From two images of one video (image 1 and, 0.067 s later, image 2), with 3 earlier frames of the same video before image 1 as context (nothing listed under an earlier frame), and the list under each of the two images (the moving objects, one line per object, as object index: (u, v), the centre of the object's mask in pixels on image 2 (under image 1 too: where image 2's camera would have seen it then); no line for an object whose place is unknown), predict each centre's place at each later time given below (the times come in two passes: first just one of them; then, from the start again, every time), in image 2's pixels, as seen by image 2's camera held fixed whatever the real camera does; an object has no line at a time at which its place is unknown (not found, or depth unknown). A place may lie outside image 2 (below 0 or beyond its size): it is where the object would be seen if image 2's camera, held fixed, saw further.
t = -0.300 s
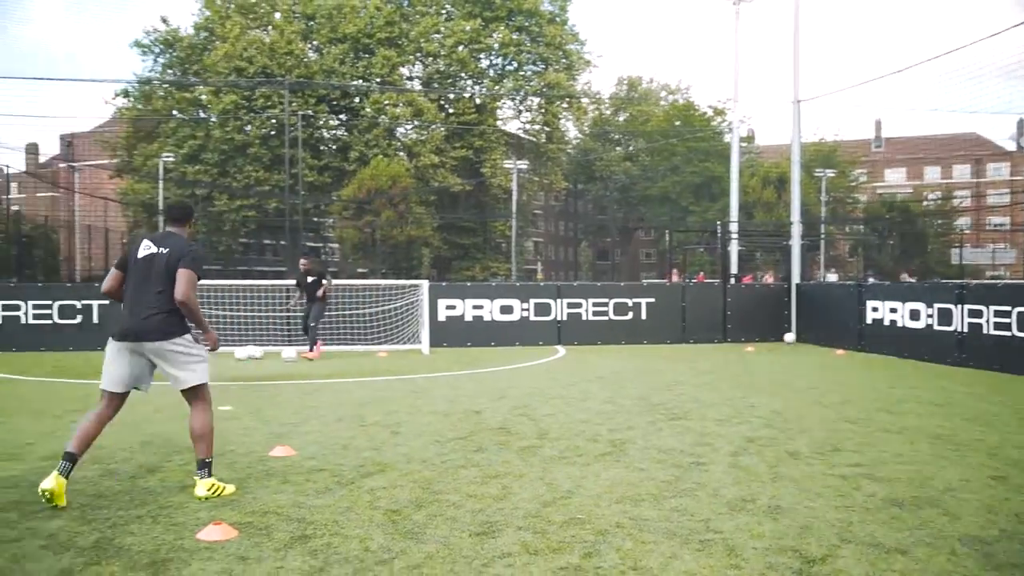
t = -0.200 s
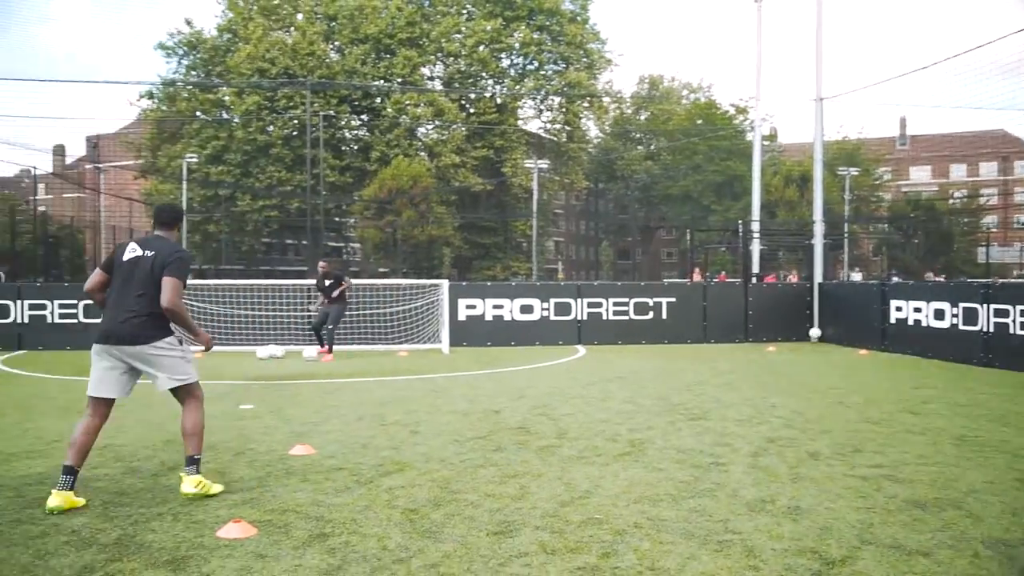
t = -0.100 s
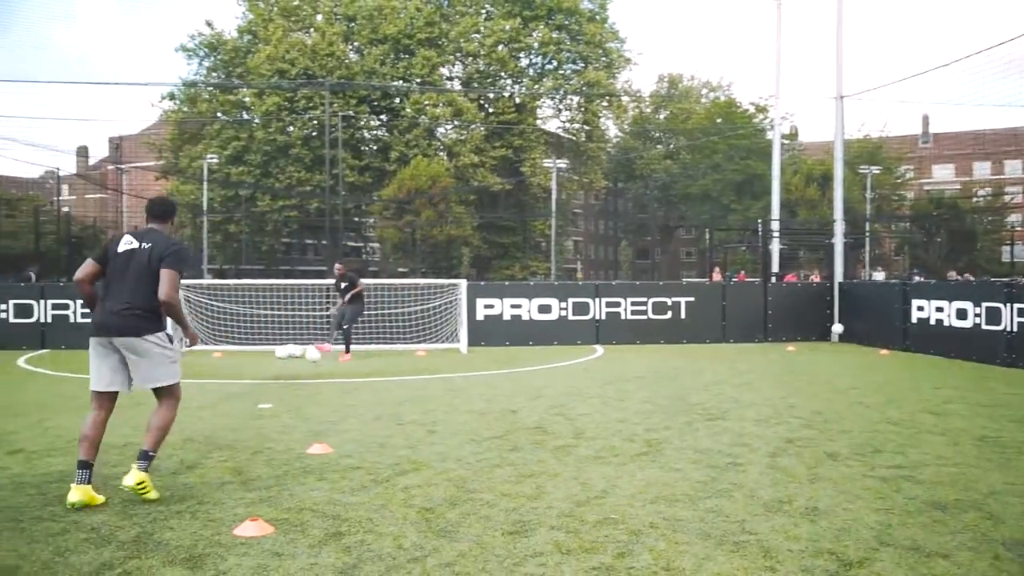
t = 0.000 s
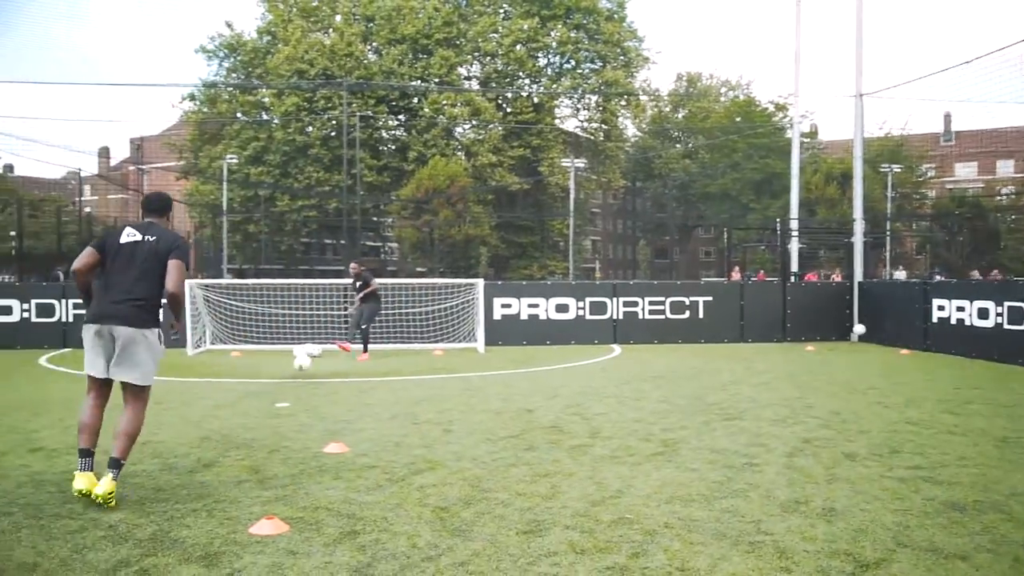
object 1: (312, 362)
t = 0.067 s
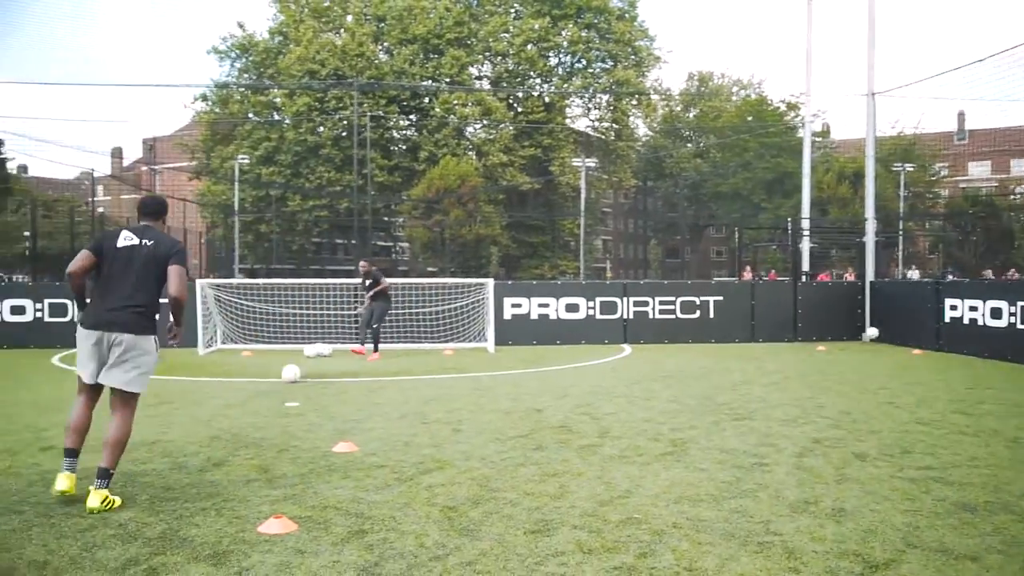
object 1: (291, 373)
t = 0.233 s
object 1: (235, 391)
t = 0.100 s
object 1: (280, 377)
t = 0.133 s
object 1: (270, 378)
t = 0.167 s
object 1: (259, 381)
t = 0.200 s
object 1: (248, 386)
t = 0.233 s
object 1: (235, 391)
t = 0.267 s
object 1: (222, 399)
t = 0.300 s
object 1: (210, 403)
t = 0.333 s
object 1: (198, 402)
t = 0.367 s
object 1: (184, 403)
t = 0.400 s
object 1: (171, 408)
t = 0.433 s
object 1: (157, 414)
